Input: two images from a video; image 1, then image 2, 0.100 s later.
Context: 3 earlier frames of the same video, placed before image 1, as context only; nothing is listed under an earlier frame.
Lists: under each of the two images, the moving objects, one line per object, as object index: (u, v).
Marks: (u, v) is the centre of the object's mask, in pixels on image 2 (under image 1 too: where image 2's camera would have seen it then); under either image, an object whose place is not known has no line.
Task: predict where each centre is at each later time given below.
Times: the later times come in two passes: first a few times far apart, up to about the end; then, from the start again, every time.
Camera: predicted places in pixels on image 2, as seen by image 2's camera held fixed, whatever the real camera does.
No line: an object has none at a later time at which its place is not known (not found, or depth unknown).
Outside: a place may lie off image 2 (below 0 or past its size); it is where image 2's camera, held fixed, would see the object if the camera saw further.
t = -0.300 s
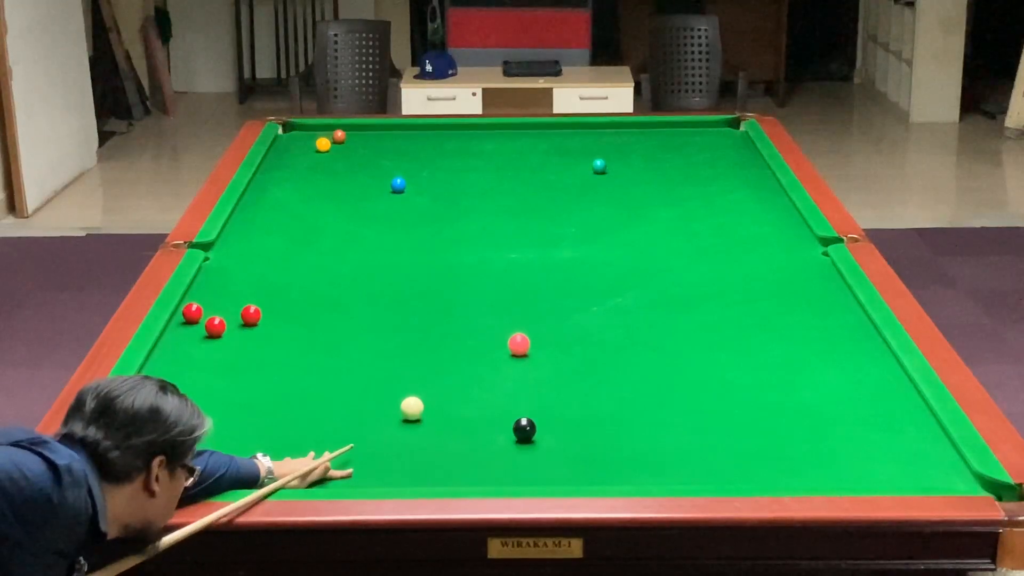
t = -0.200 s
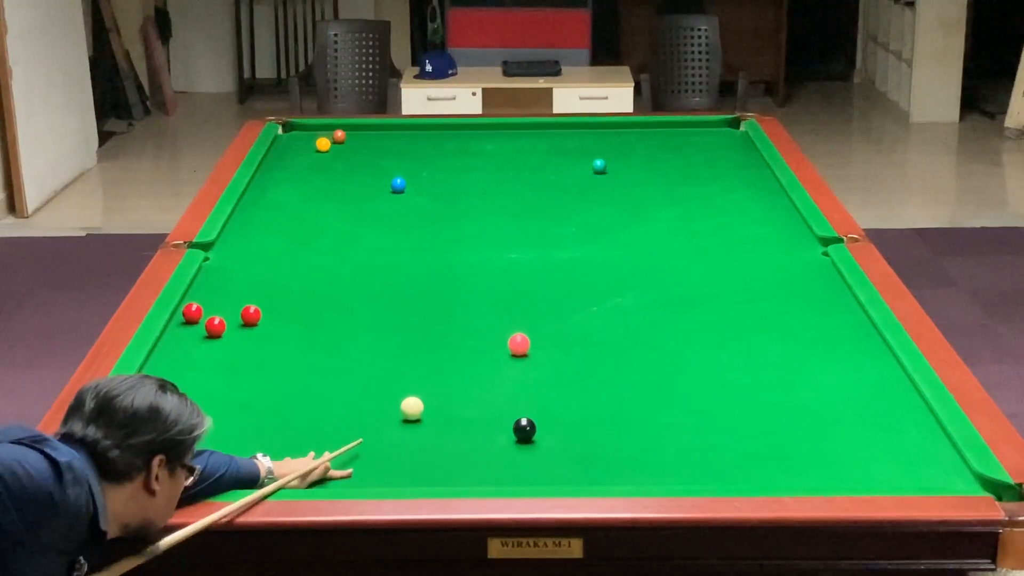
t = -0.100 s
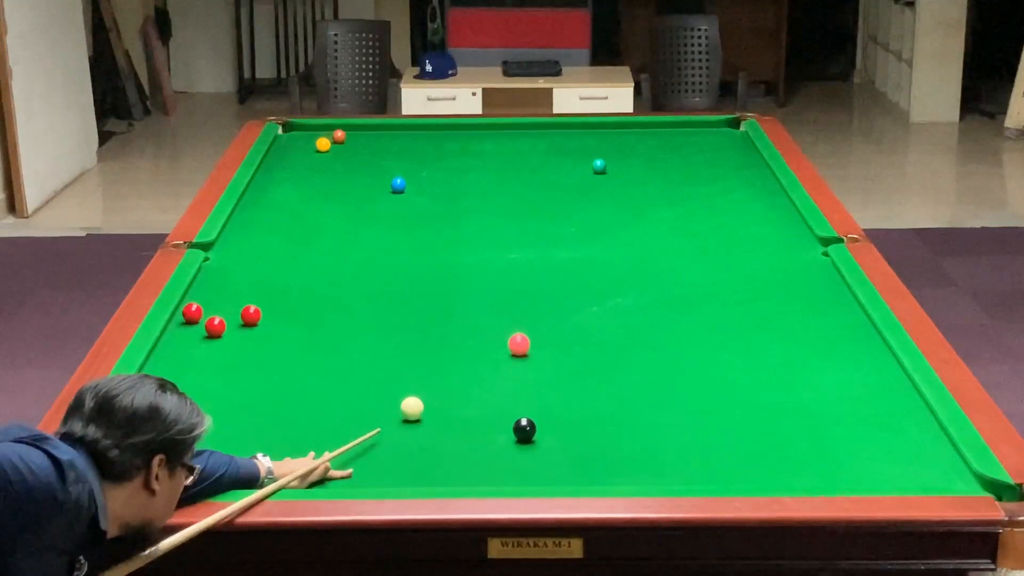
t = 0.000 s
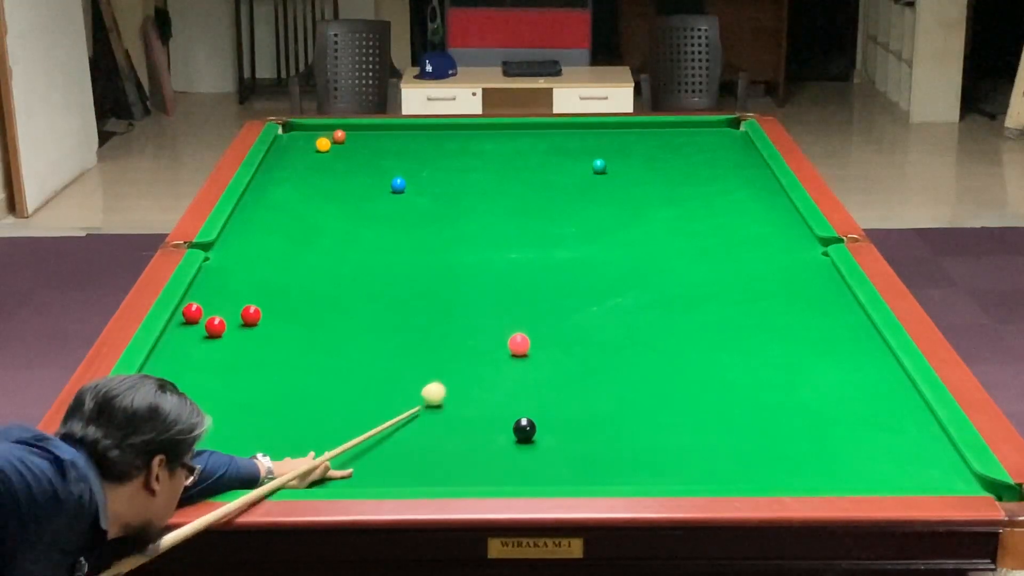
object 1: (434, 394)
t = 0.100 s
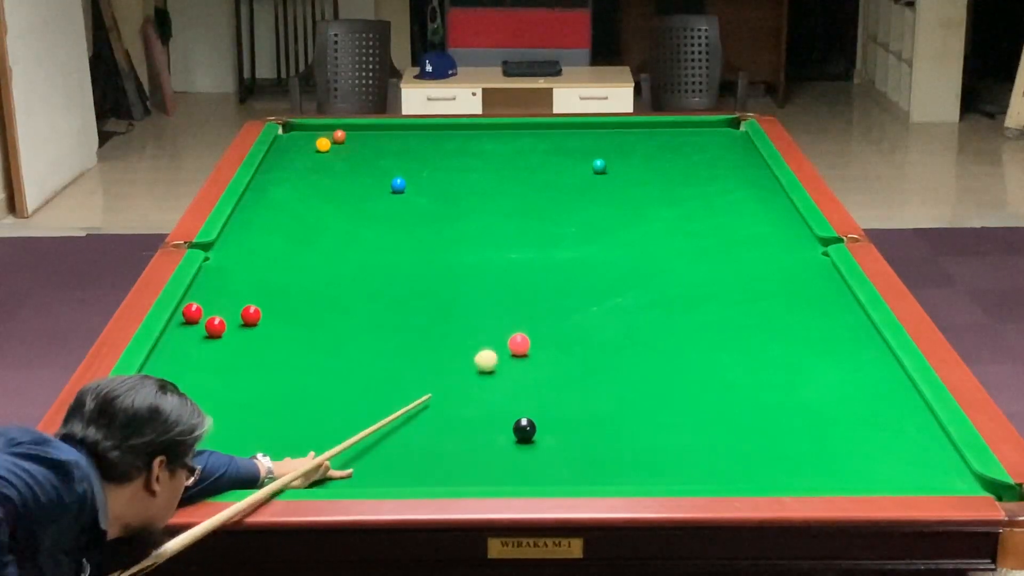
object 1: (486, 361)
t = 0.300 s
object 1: (477, 342)
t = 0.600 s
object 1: (434, 332)
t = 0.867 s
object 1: (399, 324)
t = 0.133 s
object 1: (501, 351)
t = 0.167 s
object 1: (498, 348)
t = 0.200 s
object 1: (493, 346)
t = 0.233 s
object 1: (487, 345)
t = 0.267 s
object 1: (482, 343)
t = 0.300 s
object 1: (477, 342)
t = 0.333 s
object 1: (472, 341)
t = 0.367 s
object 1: (467, 340)
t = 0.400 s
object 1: (462, 339)
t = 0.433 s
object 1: (458, 338)
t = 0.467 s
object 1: (453, 336)
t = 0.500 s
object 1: (448, 335)
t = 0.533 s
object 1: (444, 334)
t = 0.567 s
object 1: (439, 333)
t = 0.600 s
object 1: (434, 332)
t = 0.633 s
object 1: (430, 331)
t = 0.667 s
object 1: (425, 330)
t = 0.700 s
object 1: (421, 329)
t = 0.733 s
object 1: (417, 328)
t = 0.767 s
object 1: (412, 327)
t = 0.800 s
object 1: (407, 326)
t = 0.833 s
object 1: (403, 325)
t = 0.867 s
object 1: (399, 324)
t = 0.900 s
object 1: (395, 323)
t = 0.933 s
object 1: (391, 322)
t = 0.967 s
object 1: (387, 321)
